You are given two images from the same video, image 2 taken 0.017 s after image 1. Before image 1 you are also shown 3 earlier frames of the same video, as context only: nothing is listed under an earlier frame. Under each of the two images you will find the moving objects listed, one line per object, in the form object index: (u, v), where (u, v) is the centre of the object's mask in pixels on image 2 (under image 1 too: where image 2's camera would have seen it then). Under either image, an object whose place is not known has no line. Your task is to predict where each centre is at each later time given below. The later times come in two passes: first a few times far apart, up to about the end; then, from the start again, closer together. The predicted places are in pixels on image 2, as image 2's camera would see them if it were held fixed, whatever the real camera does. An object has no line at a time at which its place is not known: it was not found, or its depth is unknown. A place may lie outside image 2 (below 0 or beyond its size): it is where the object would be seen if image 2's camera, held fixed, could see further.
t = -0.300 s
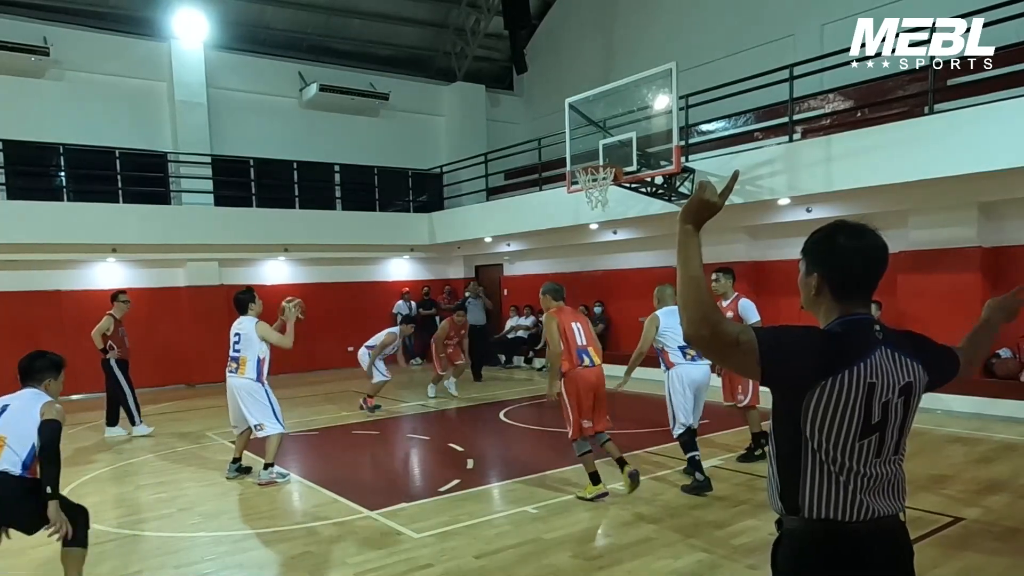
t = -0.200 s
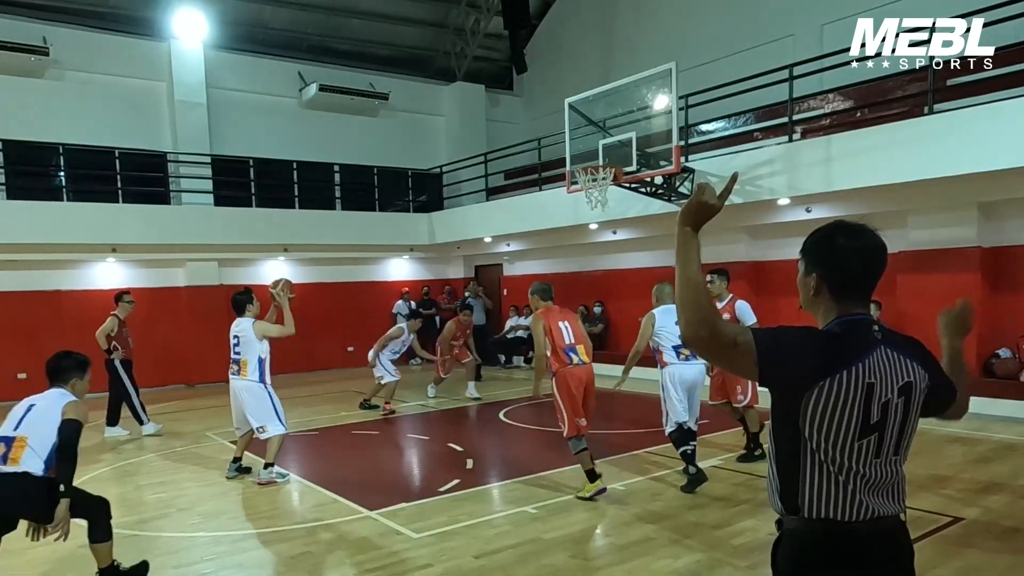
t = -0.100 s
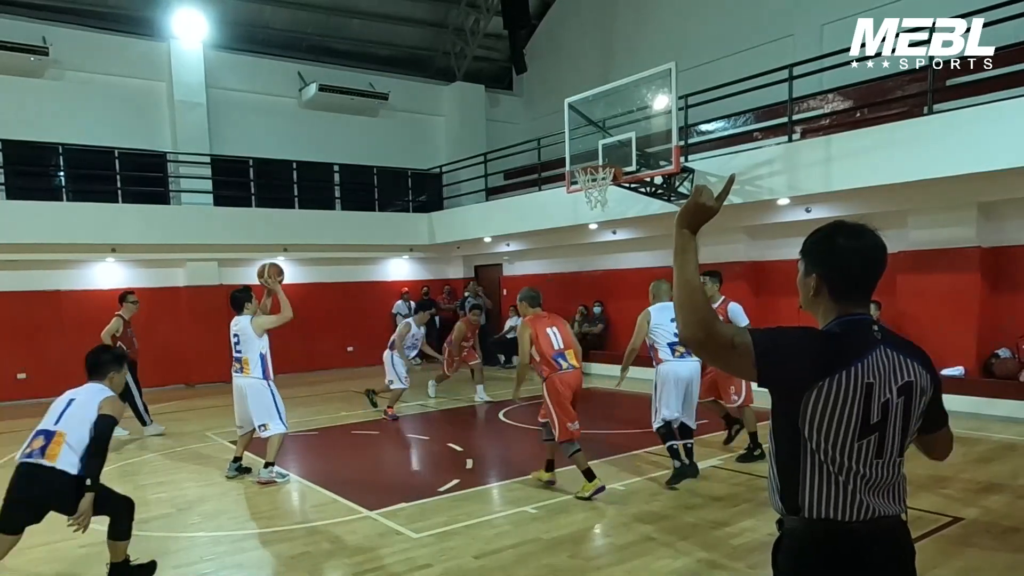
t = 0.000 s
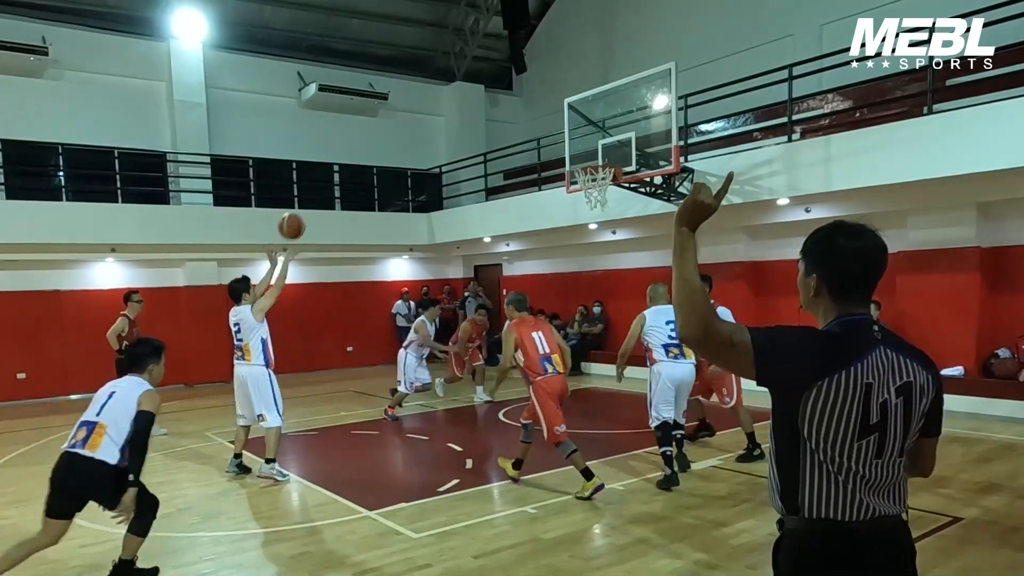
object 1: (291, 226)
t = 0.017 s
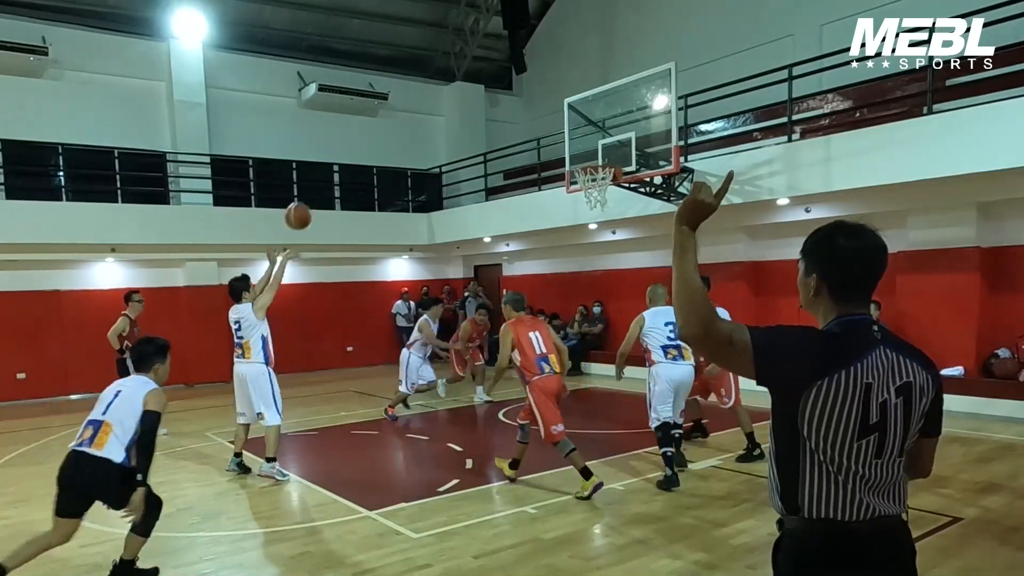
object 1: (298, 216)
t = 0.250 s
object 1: (386, 116)
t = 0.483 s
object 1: (466, 81)
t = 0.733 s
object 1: (541, 104)
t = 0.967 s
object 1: (597, 154)
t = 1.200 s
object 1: (619, 155)
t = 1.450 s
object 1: (645, 206)
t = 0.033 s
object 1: (304, 207)
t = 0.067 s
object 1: (317, 189)
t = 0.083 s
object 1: (323, 181)
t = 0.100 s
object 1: (330, 173)
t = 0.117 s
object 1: (337, 165)
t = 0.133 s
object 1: (343, 158)
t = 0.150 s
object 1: (349, 151)
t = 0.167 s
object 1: (355, 144)
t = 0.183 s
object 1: (361, 138)
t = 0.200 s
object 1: (367, 132)
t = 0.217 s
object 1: (374, 126)
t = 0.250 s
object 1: (386, 116)
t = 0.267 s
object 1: (392, 112)
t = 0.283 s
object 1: (398, 108)
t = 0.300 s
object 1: (404, 104)
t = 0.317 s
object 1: (410, 101)
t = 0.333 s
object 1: (416, 97)
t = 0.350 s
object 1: (422, 94)
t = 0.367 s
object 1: (428, 92)
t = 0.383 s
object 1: (433, 89)
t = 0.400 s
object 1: (439, 87)
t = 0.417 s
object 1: (445, 85)
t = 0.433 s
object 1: (449, 84)
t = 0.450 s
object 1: (455, 83)
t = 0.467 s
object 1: (460, 82)
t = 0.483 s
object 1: (466, 81)
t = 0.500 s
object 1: (471, 81)
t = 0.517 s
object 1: (477, 81)
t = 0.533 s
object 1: (481, 81)
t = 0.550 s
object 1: (487, 82)
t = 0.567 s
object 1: (492, 83)
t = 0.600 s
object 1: (502, 85)
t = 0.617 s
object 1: (506, 87)
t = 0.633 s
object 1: (512, 88)
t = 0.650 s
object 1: (517, 90)
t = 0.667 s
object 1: (521, 92)
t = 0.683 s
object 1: (527, 95)
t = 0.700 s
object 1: (532, 97)
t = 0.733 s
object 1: (541, 104)
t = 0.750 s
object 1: (545, 107)
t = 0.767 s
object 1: (550, 110)
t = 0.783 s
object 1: (554, 114)
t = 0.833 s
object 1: (568, 126)
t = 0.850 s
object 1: (573, 130)
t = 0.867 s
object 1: (577, 135)
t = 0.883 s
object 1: (582, 140)
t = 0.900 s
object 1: (586, 147)
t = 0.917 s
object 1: (590, 151)
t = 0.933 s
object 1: (593, 156)
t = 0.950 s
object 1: (595, 157)
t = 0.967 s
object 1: (597, 154)
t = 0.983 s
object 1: (599, 153)
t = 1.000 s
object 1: (600, 152)
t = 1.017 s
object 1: (602, 151)
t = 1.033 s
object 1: (605, 150)
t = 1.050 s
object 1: (606, 150)
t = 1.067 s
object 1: (607, 150)
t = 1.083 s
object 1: (609, 150)
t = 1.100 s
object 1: (610, 150)
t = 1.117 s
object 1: (611, 150)
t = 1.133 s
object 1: (613, 150)
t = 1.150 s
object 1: (614, 151)
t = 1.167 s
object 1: (616, 152)
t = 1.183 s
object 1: (617, 154)
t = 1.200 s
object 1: (619, 155)
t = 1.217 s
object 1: (619, 156)
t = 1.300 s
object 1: (634, 170)
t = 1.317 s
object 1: (632, 173)
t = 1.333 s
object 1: (629, 176)
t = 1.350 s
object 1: (635, 179)
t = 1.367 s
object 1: (636, 182)
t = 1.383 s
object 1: (640, 188)
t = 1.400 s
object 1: (641, 191)
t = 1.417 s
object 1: (642, 196)
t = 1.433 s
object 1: (643, 202)
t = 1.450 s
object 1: (645, 206)
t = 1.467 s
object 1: (647, 212)
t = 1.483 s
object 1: (649, 217)
